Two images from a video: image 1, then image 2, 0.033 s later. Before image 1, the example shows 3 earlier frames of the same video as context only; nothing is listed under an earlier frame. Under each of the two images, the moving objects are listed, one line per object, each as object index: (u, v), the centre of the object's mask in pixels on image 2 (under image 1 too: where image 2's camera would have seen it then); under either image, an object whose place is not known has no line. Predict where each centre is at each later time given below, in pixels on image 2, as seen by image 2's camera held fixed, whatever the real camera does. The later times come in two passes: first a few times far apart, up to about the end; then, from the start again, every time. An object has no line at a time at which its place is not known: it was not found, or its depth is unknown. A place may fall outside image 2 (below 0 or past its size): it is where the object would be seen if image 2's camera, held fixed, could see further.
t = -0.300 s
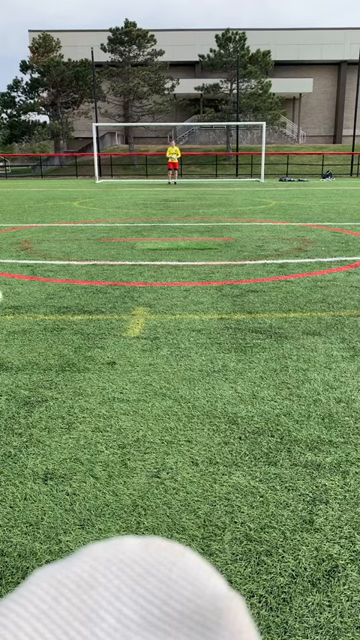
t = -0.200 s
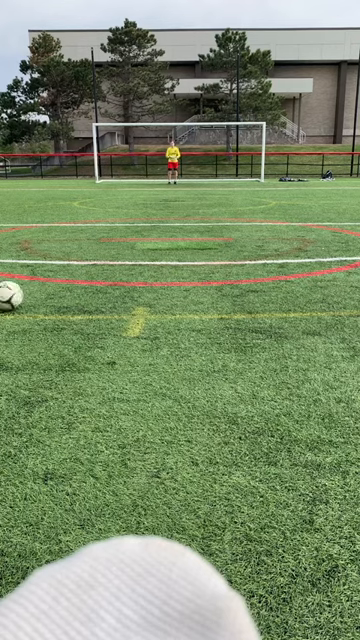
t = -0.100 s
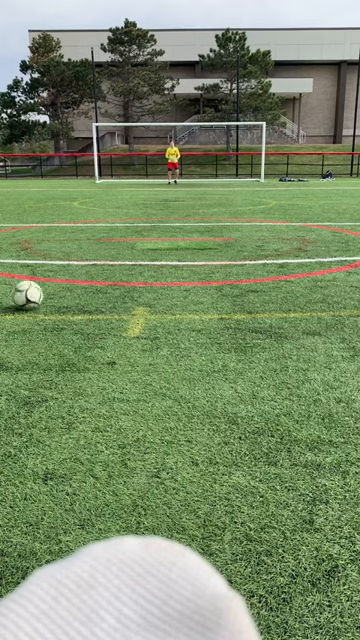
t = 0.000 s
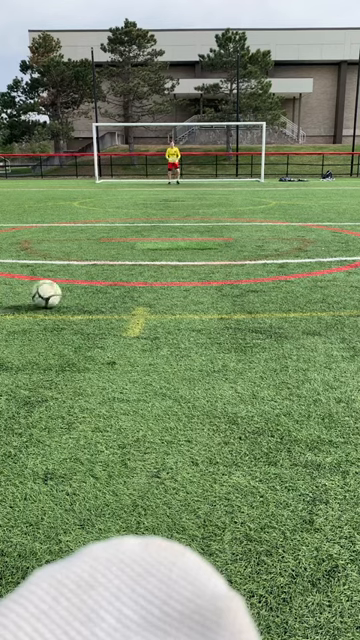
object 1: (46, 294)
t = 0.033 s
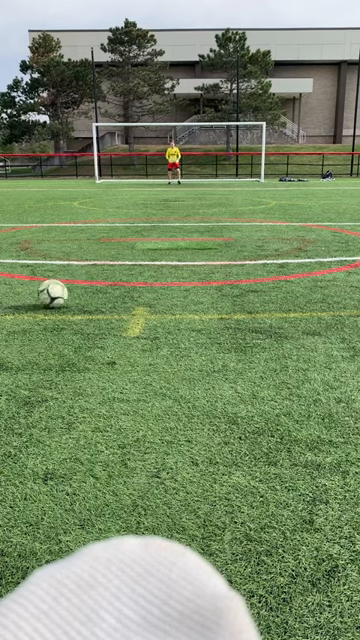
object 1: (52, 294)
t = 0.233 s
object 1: (88, 291)
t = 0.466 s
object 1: (124, 288)
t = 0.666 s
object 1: (151, 286)
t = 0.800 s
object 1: (167, 285)
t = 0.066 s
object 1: (58, 293)
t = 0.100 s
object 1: (65, 293)
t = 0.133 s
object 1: (70, 293)
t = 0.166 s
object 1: (76, 292)
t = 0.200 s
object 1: (82, 291)
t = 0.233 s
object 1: (88, 291)
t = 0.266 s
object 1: (93, 291)
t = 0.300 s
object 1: (98, 290)
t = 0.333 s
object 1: (103, 290)
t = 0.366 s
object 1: (109, 289)
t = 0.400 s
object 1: (114, 289)
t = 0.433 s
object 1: (119, 288)
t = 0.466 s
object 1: (124, 288)
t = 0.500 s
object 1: (128, 288)
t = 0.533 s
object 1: (133, 287)
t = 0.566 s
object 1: (137, 287)
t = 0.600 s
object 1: (141, 287)
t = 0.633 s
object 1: (146, 286)
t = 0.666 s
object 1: (151, 286)
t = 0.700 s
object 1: (154, 286)
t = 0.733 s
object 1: (159, 286)
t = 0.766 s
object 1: (163, 285)
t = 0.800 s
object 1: (167, 285)
